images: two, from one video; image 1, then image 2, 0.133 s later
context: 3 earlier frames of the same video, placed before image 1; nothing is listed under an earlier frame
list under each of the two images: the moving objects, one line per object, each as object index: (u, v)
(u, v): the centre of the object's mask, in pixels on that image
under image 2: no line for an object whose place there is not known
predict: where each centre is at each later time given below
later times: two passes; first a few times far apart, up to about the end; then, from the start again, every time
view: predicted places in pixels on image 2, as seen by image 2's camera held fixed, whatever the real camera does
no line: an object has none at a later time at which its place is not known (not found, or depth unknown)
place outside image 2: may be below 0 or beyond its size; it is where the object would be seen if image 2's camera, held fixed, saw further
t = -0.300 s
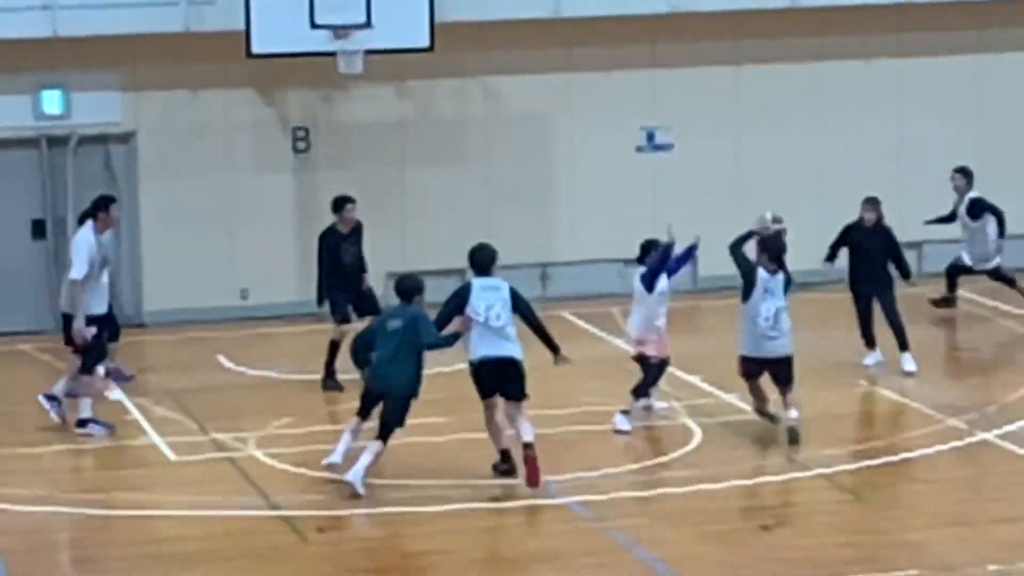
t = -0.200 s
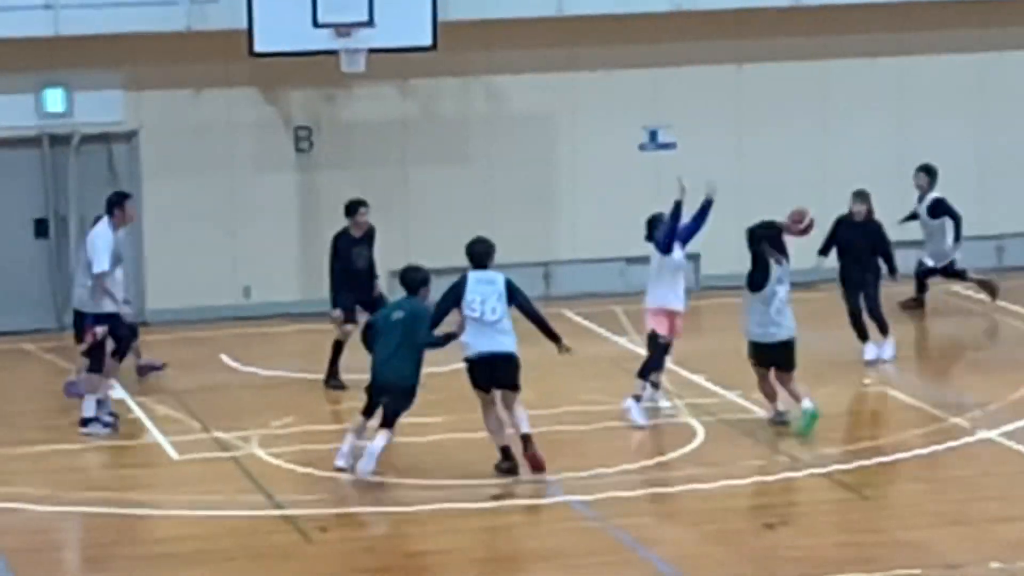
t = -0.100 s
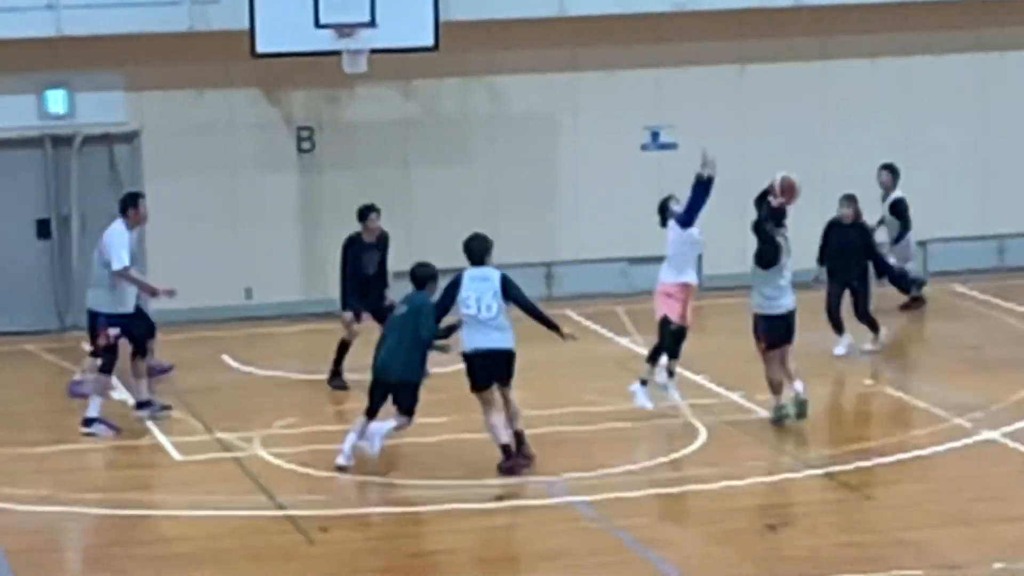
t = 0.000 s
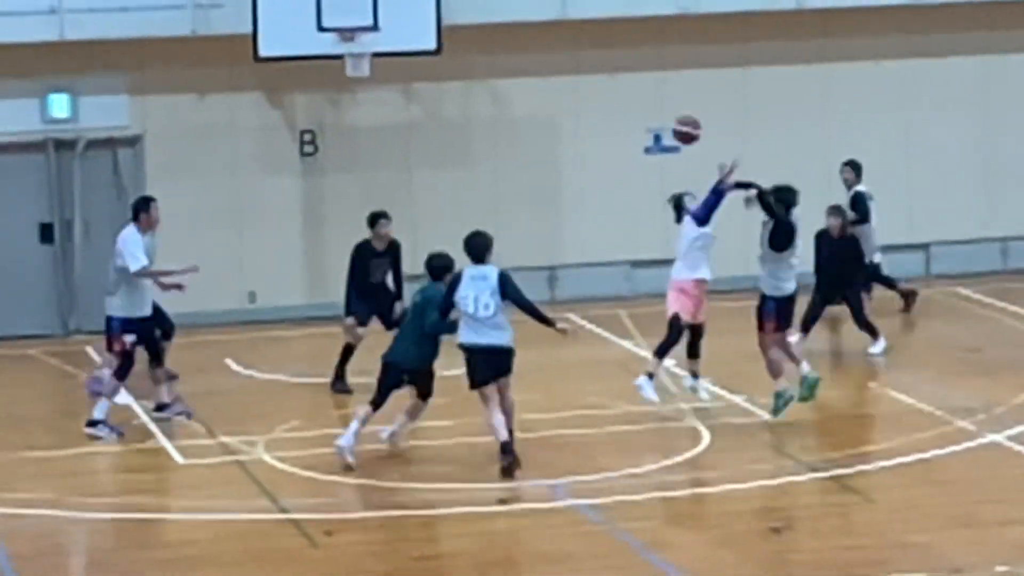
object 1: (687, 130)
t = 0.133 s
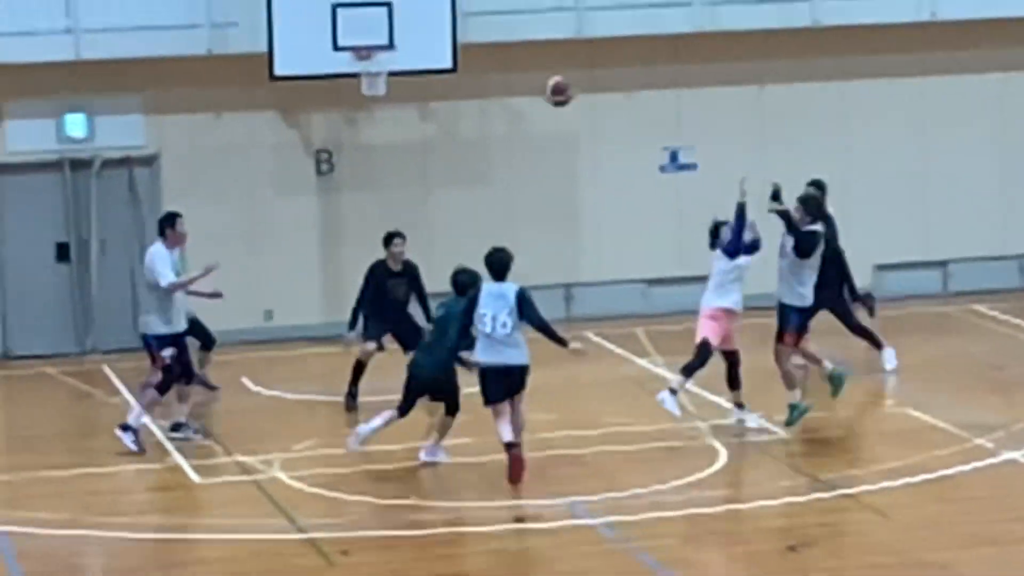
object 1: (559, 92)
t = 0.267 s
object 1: (417, 58)
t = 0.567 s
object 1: (109, 64)
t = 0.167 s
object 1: (522, 81)
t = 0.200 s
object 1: (487, 72)
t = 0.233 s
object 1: (452, 65)
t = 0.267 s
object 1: (417, 58)
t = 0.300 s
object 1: (383, 55)
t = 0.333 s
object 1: (349, 50)
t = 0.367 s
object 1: (312, 48)
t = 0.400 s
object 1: (278, 48)
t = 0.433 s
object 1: (241, 47)
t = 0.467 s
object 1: (207, 51)
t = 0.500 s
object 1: (173, 54)
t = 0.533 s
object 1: (139, 58)
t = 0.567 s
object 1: (109, 64)
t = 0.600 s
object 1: (76, 71)
